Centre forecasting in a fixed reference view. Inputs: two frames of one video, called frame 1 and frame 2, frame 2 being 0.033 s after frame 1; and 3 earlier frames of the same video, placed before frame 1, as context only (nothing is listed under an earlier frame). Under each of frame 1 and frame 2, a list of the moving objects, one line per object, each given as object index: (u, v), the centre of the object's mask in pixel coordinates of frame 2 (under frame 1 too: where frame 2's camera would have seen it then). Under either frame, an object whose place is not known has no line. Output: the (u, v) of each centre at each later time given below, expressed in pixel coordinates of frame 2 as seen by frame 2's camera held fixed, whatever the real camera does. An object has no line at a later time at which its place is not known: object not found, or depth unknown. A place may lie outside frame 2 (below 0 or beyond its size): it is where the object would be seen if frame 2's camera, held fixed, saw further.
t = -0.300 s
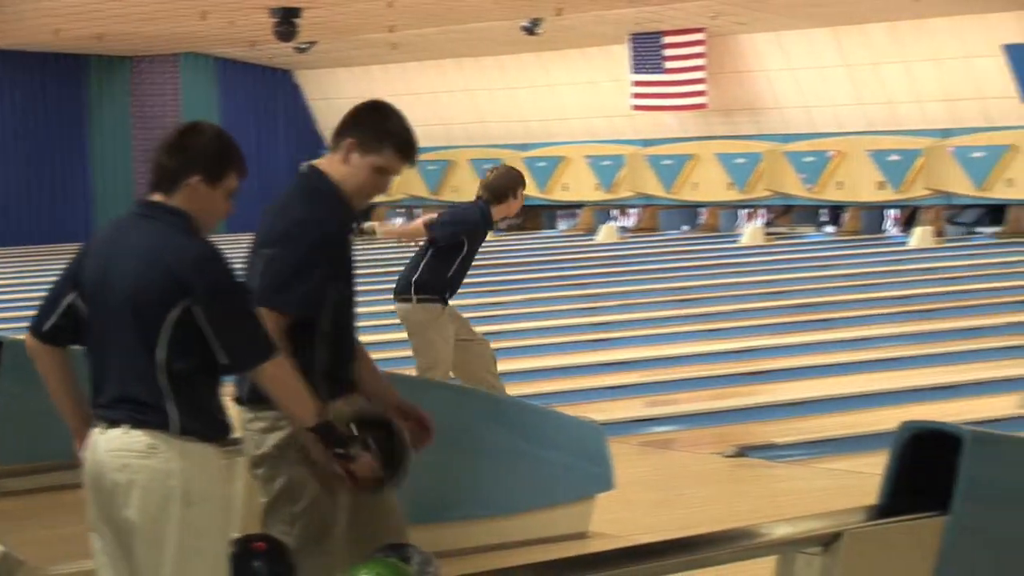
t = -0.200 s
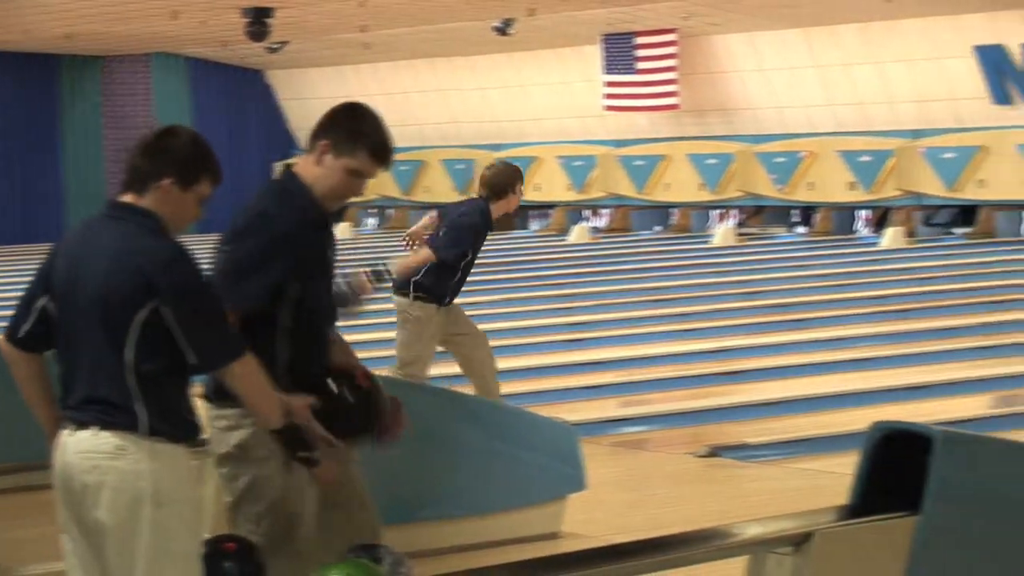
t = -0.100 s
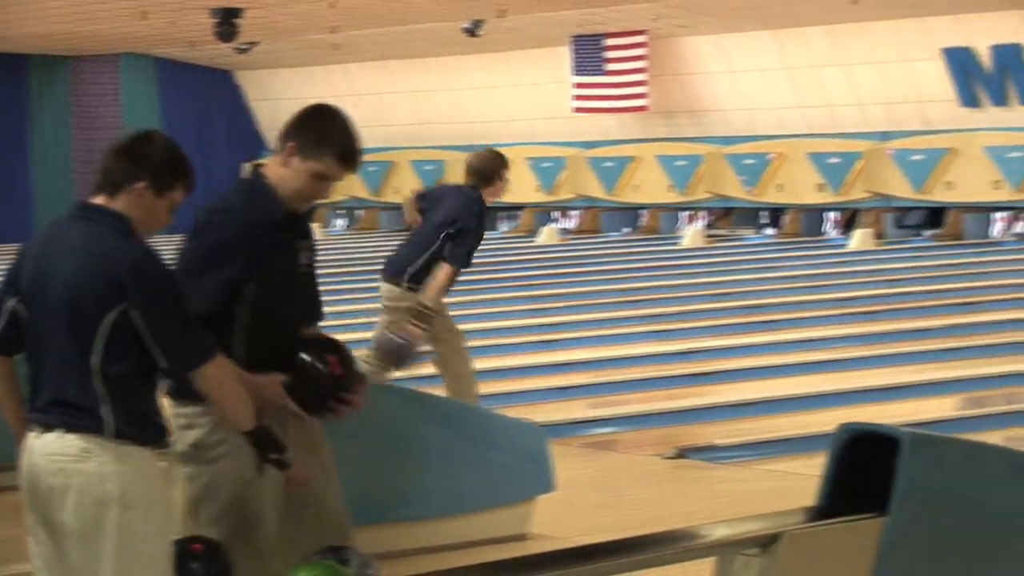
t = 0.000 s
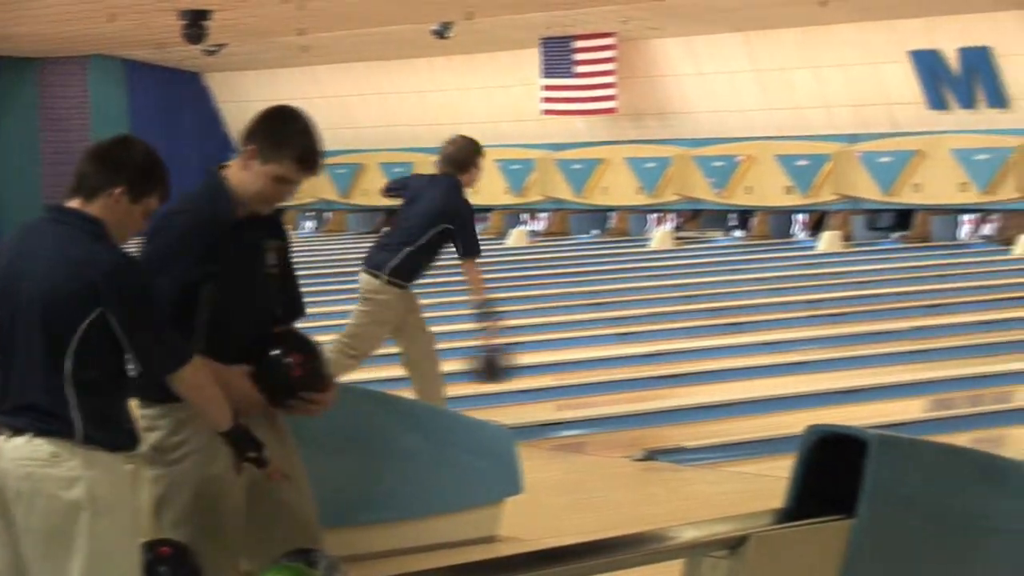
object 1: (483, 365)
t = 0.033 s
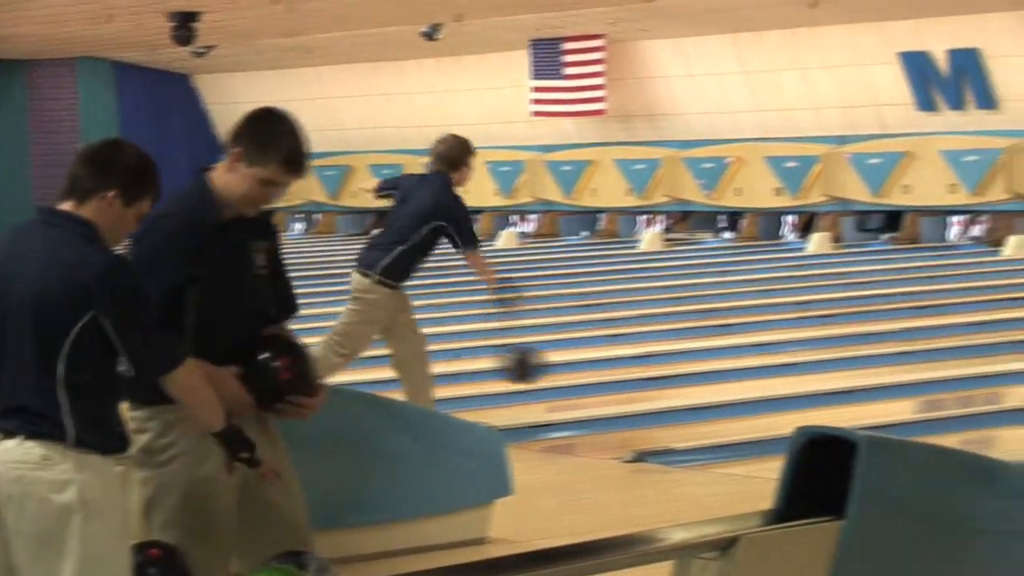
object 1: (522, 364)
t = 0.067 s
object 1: (562, 366)
